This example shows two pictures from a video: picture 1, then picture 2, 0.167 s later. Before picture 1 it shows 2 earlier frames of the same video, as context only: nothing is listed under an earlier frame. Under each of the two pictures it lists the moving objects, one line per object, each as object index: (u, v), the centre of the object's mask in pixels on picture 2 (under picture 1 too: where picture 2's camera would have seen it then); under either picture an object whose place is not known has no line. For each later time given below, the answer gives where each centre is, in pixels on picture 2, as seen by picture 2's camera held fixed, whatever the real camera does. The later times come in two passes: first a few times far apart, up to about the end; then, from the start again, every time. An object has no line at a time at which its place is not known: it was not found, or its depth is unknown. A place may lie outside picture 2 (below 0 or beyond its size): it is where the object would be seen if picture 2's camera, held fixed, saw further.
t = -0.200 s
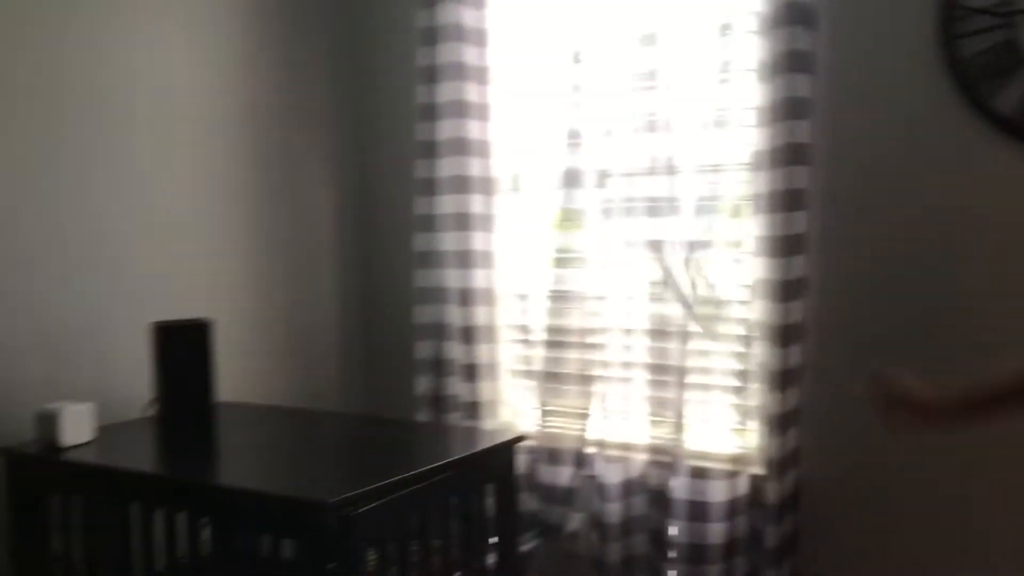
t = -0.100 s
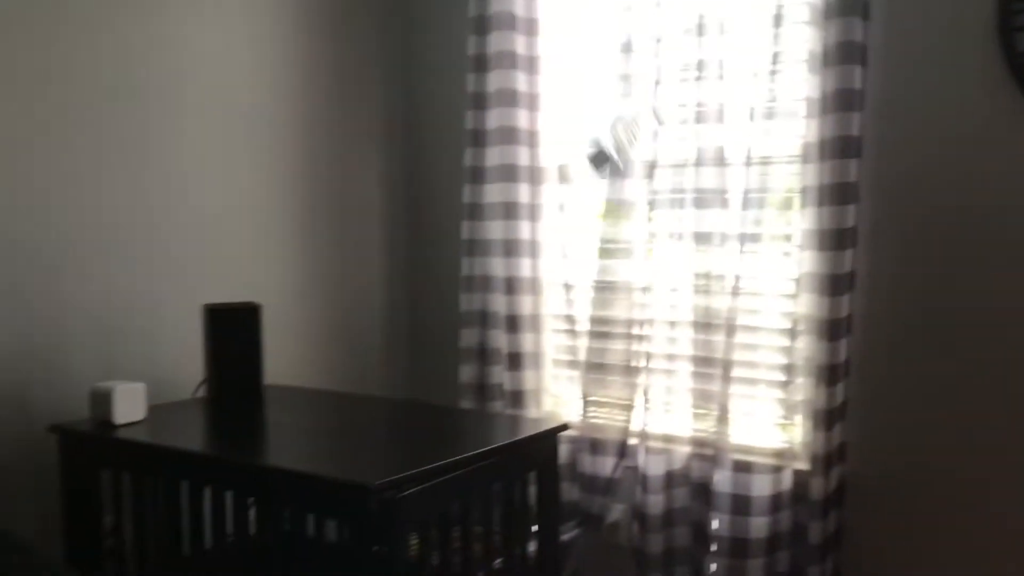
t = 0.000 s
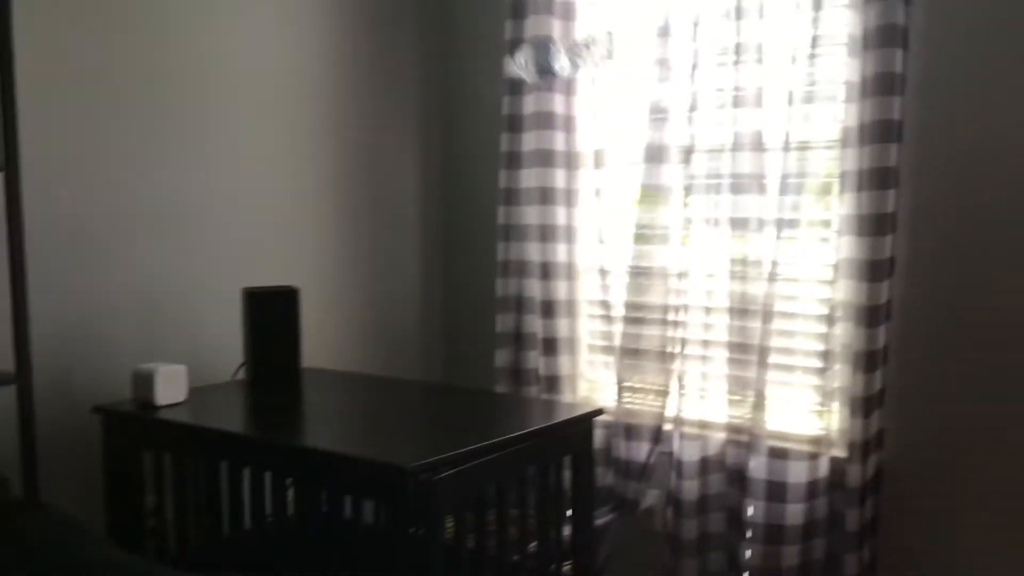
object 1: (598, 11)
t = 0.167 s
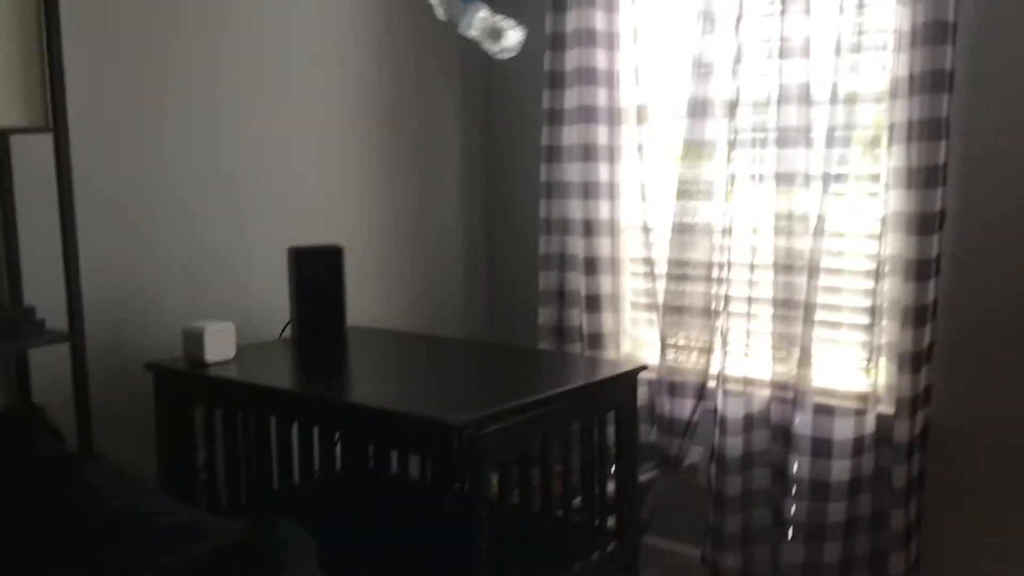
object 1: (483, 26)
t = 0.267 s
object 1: (411, 96)
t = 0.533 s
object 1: (286, 308)
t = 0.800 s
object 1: (230, 302)
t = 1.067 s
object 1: (219, 296)
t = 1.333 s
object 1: (220, 297)
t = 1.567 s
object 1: (220, 296)
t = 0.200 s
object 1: (457, 43)
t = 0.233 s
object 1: (432, 66)
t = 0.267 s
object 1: (411, 96)
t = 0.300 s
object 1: (391, 132)
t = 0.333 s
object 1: (372, 170)
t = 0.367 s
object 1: (354, 214)
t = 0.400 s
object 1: (335, 266)
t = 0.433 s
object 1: (318, 307)
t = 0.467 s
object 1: (306, 308)
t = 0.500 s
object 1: (296, 307)
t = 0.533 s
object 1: (286, 308)
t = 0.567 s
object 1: (273, 307)
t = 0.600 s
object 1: (261, 308)
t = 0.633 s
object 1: (252, 308)
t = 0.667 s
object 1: (243, 309)
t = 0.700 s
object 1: (238, 308)
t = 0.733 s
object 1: (234, 306)
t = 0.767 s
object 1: (232, 305)
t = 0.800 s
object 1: (230, 302)
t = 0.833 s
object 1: (226, 301)
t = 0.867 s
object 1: (223, 300)
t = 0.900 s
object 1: (221, 298)
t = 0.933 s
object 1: (220, 298)
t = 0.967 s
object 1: (219, 296)
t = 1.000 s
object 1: (220, 298)
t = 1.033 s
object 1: (219, 296)
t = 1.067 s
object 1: (219, 296)
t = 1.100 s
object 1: (219, 296)
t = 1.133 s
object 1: (220, 296)
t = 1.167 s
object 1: (220, 297)
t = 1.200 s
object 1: (220, 297)
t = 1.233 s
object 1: (220, 297)
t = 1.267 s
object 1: (220, 297)
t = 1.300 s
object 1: (220, 297)
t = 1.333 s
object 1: (220, 297)
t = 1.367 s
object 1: (221, 297)
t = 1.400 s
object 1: (221, 296)
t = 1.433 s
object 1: (220, 295)
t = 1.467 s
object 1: (220, 296)
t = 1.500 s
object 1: (221, 296)
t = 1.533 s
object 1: (221, 297)
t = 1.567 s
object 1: (220, 296)
